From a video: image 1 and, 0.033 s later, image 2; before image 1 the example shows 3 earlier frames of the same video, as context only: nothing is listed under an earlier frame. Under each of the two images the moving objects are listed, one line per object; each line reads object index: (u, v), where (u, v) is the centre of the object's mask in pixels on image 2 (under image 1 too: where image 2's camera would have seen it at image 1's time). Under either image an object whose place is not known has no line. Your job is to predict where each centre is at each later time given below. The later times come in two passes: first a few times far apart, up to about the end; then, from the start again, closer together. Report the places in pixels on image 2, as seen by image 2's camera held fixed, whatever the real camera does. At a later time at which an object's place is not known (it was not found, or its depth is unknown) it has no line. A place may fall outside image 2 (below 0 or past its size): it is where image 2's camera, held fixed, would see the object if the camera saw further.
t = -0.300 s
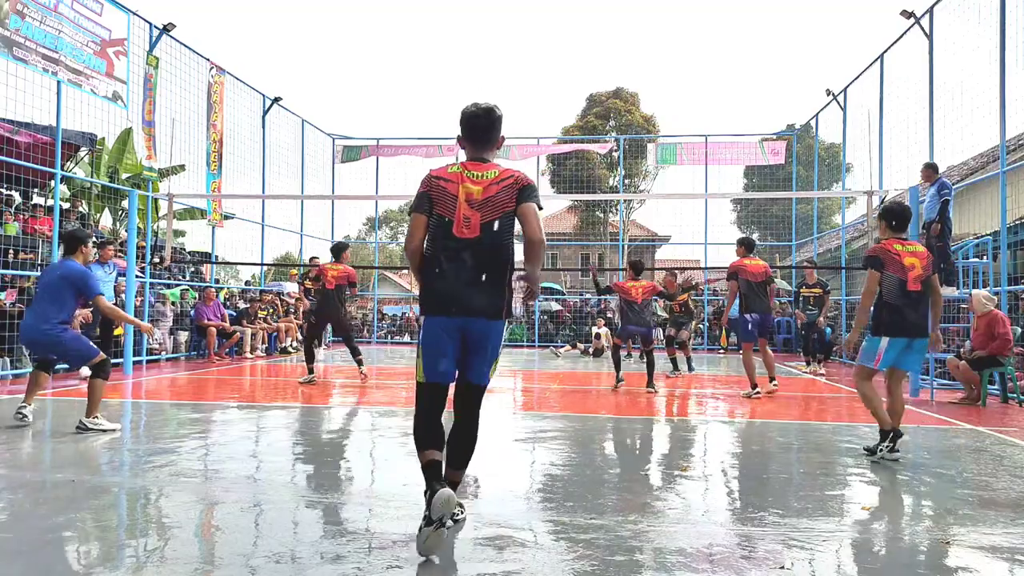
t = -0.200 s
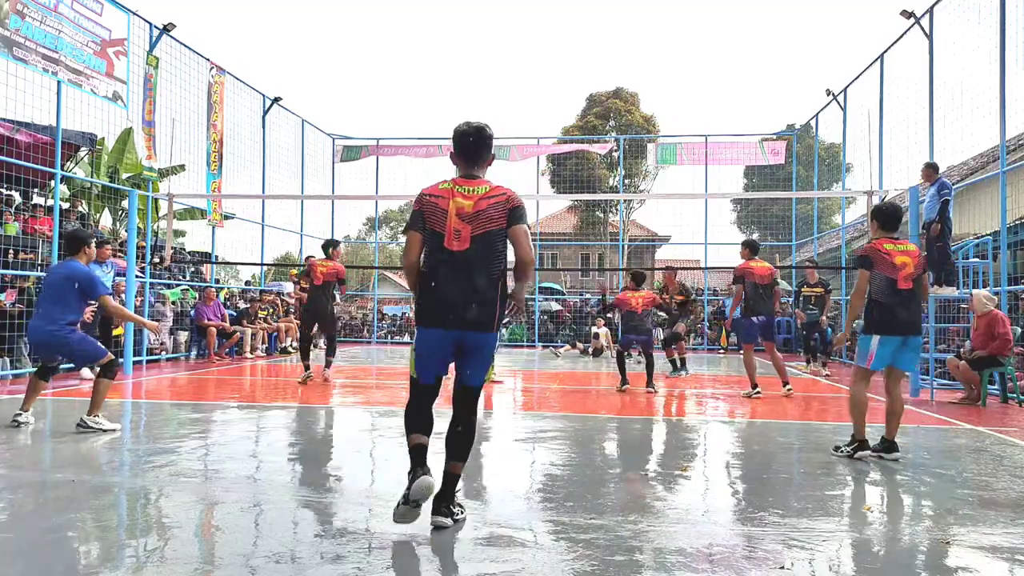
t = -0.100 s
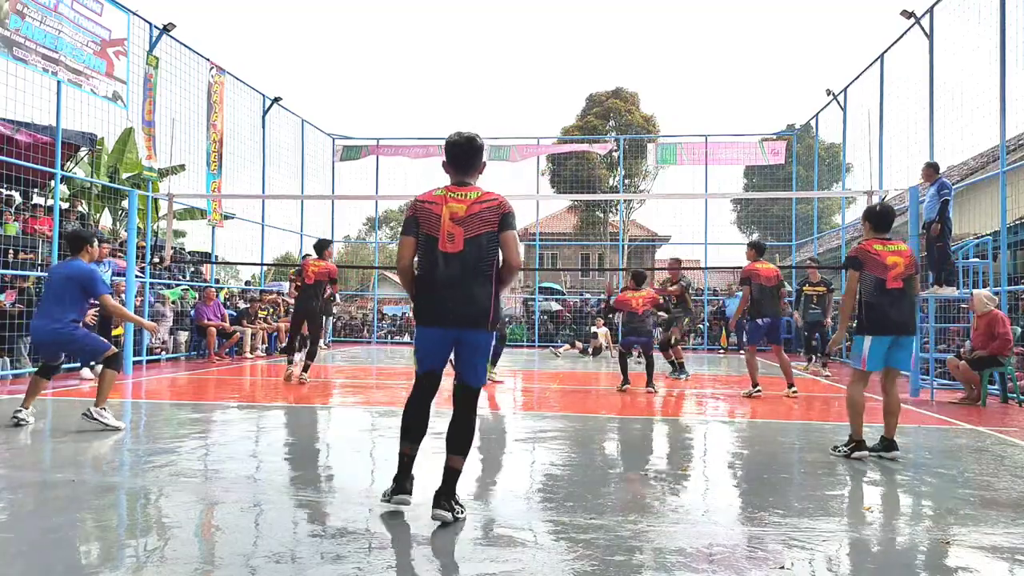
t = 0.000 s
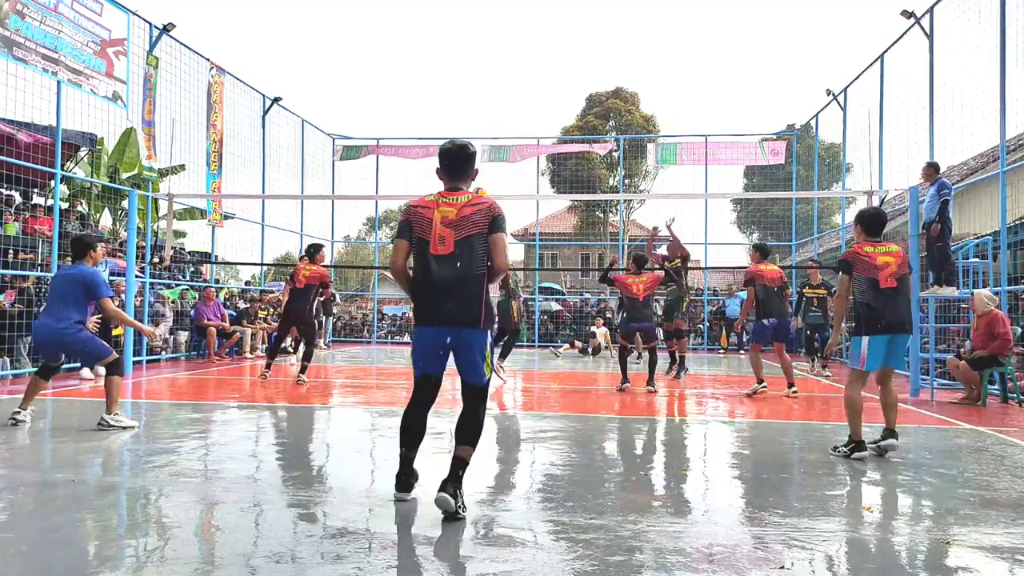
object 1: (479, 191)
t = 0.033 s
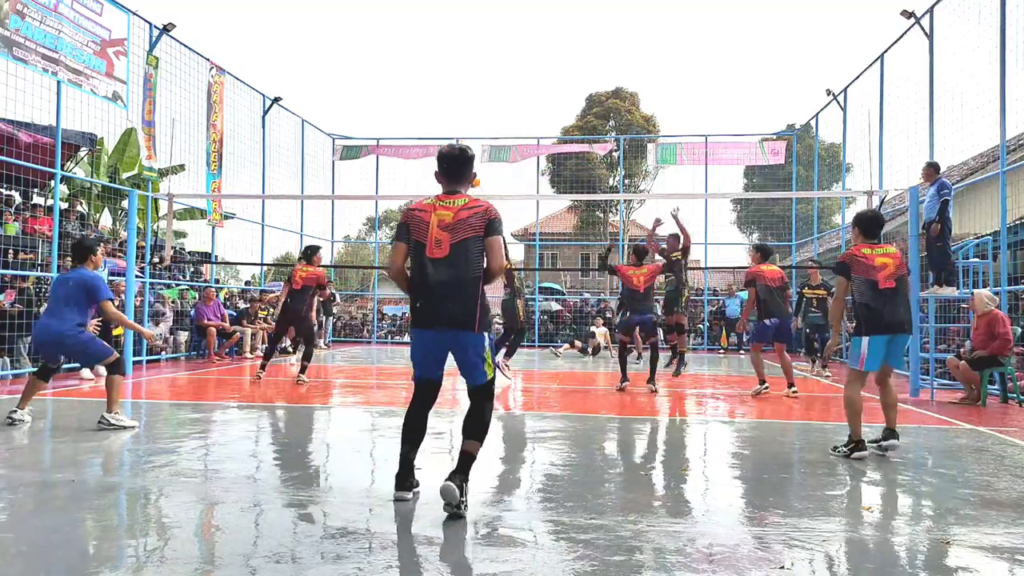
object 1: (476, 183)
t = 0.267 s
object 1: (429, 111)
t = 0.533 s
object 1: (378, 80)
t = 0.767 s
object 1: (330, 94)
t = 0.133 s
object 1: (454, 146)
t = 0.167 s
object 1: (448, 136)
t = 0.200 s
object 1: (441, 127)
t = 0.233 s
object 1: (435, 119)
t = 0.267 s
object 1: (429, 111)
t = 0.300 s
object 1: (422, 105)
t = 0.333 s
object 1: (416, 99)
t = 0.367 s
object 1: (406, 92)
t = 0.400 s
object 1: (403, 89)
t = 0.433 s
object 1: (397, 86)
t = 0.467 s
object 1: (387, 82)
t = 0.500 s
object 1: (384, 81)
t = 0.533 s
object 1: (378, 80)
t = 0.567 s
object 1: (368, 79)
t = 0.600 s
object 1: (365, 79)
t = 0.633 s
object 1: (359, 80)
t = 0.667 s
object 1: (349, 83)
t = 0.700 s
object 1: (346, 85)
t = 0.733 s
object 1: (340, 88)
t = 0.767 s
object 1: (330, 94)
